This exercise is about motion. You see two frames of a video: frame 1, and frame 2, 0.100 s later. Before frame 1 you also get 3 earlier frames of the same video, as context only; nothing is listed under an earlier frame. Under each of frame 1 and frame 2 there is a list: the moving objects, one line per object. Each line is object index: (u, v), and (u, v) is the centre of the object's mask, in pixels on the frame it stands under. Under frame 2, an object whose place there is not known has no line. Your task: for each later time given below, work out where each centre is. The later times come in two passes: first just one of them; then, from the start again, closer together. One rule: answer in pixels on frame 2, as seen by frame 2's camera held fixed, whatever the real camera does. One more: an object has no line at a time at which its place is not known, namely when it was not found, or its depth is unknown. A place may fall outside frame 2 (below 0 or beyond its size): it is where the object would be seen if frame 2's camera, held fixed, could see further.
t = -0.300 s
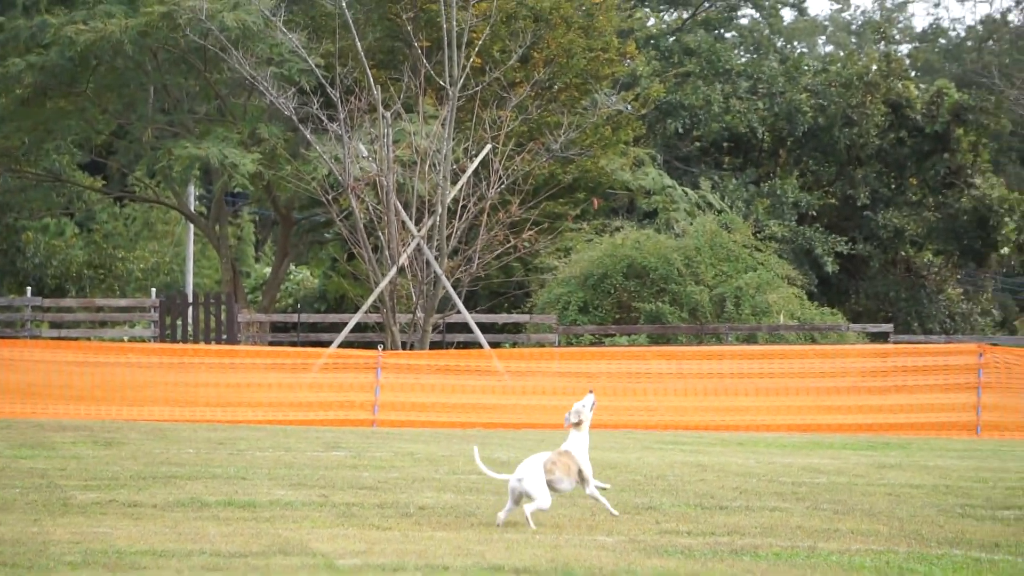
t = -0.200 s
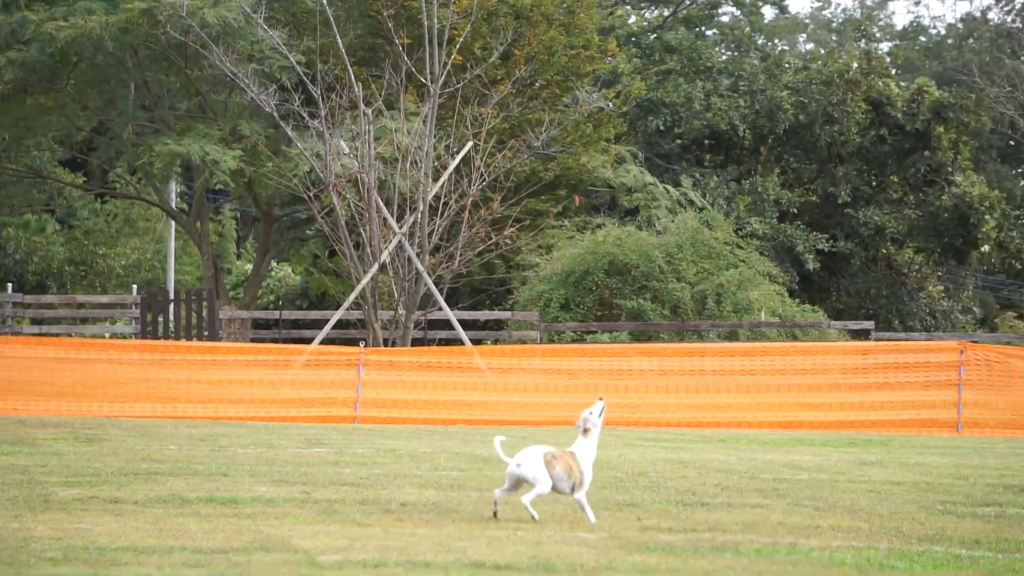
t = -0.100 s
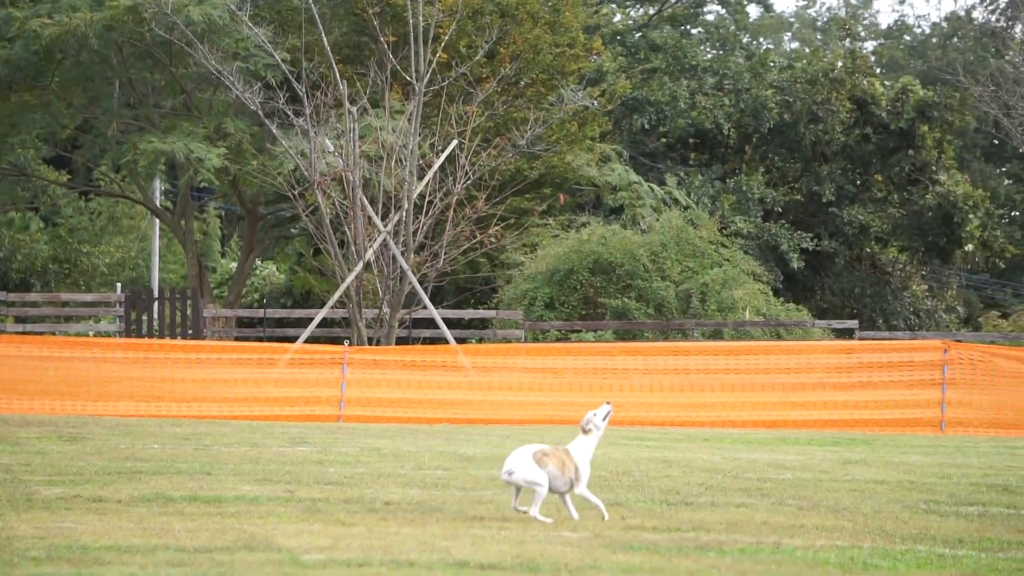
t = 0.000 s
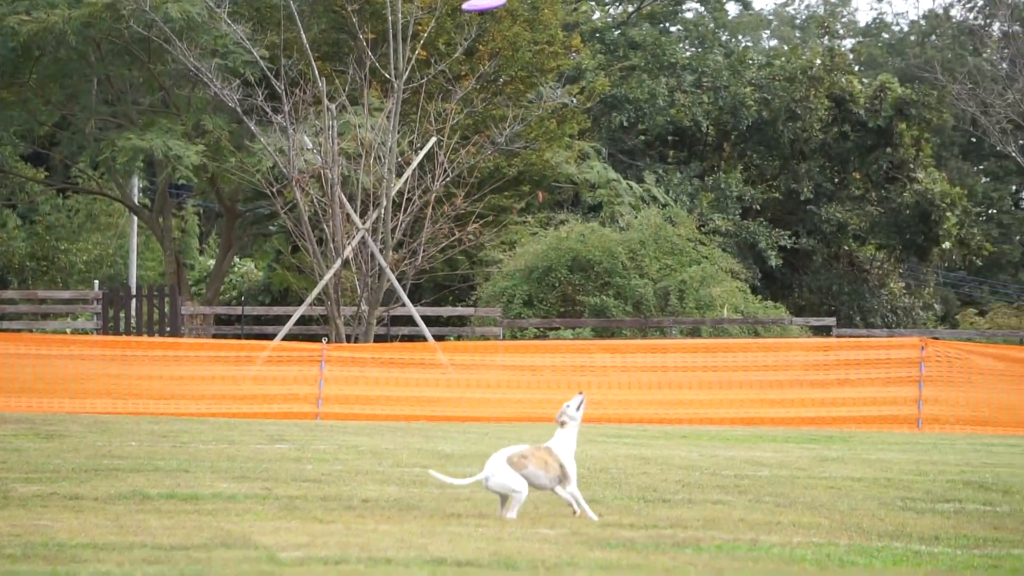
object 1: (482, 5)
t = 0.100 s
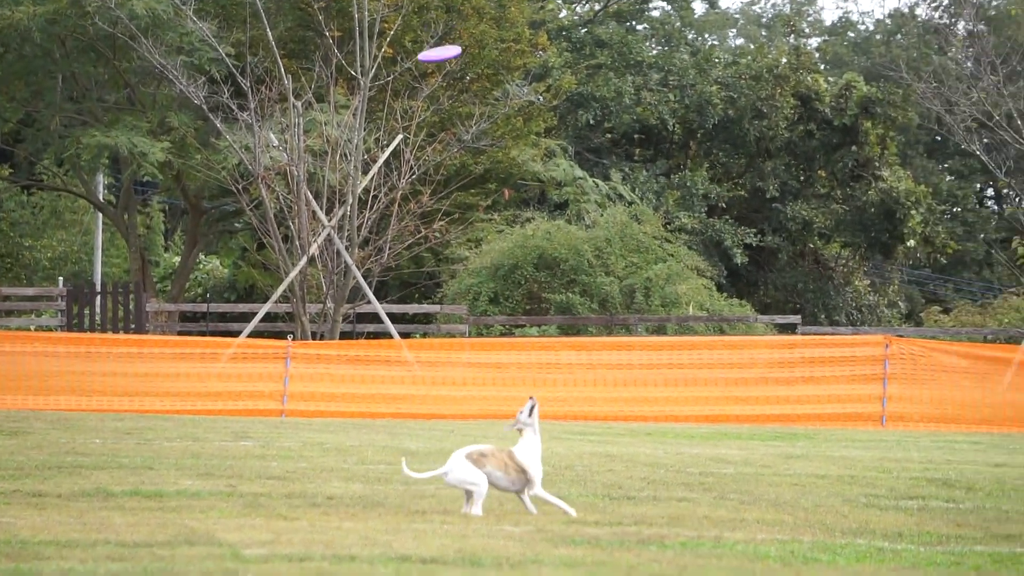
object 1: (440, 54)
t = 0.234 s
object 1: (418, 131)
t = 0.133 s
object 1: (435, 72)
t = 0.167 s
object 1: (428, 91)
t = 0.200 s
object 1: (423, 110)
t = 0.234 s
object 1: (418, 131)
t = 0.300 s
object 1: (404, 172)
